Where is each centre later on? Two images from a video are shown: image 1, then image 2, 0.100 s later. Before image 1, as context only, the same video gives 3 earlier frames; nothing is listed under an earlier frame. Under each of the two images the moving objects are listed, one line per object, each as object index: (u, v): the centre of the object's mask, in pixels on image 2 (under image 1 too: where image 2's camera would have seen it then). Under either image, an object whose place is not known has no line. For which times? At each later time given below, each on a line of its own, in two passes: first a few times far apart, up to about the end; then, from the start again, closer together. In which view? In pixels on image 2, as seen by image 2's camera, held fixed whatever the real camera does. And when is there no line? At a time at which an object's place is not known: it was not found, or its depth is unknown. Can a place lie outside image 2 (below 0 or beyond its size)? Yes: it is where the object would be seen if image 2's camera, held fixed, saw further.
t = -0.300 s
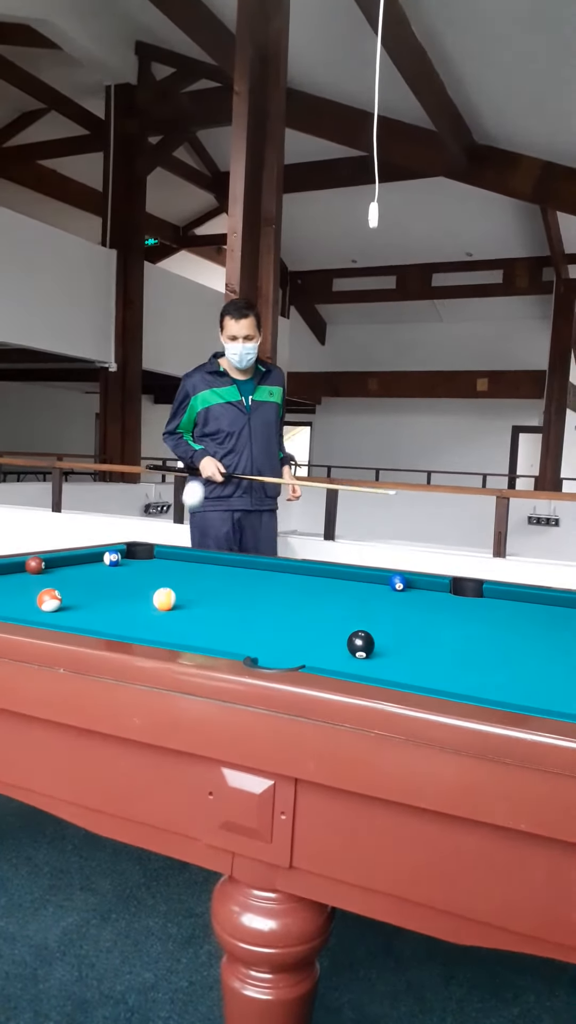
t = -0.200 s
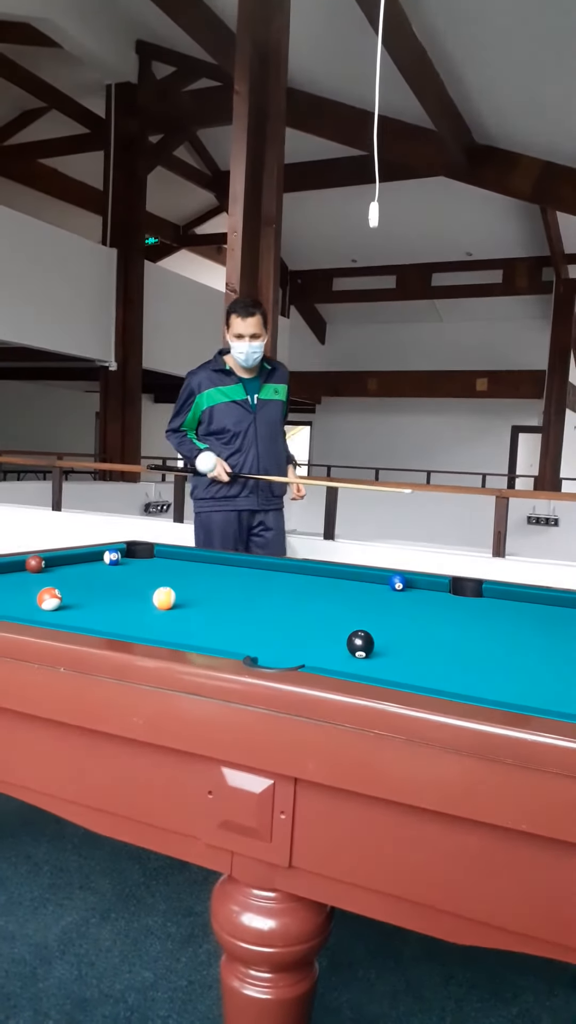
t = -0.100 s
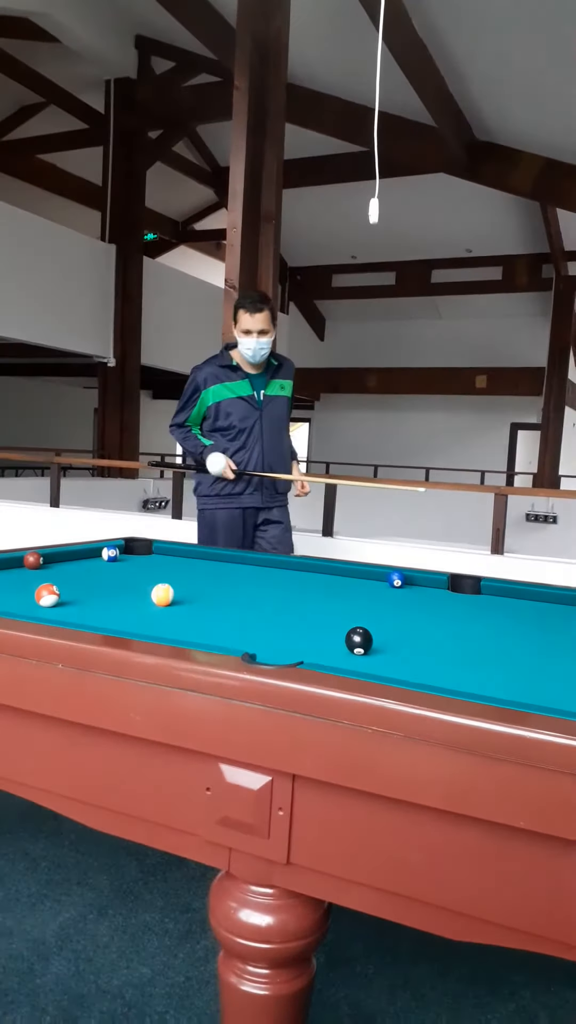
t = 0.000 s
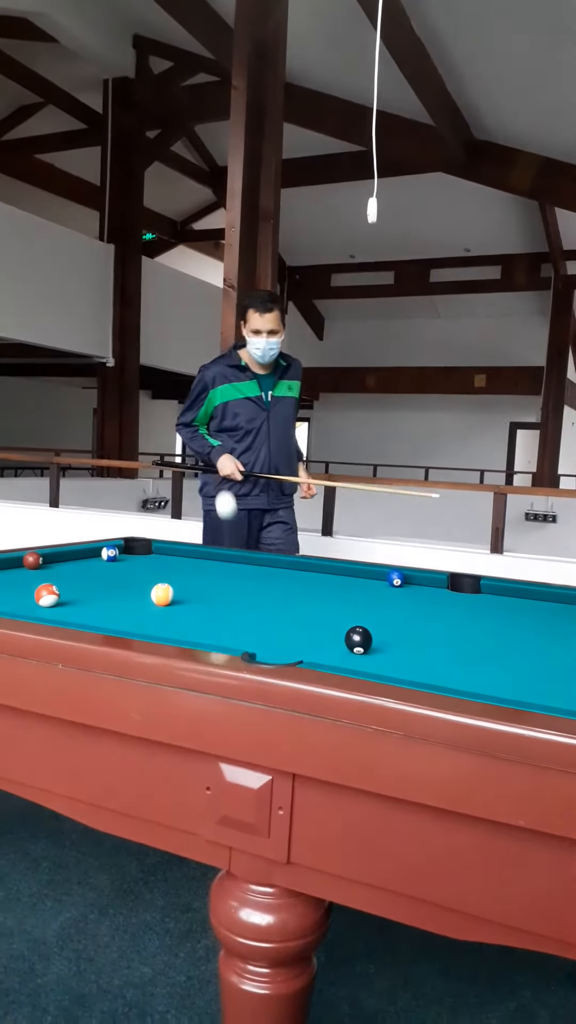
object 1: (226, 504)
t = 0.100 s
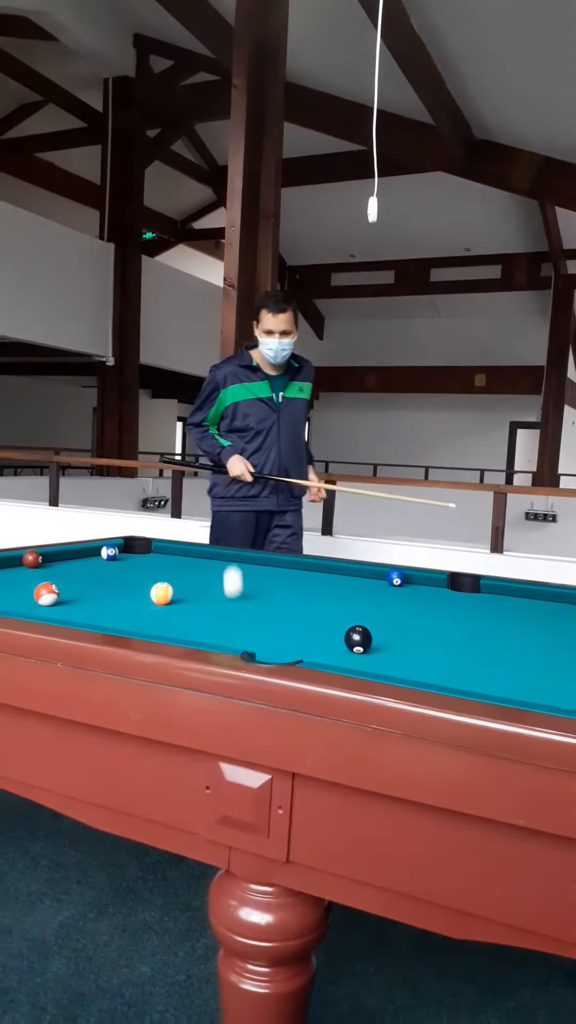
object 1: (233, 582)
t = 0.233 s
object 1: (259, 538)
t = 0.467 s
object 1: (296, 592)
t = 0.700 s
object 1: (334, 596)
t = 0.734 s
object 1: (340, 595)
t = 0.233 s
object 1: (259, 538)
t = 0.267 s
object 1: (264, 534)
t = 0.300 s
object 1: (270, 534)
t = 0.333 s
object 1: (276, 537)
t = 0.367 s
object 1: (281, 545)
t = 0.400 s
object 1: (287, 557)
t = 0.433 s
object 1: (291, 573)
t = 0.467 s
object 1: (296, 592)
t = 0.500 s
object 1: (302, 585)
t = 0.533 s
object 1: (308, 576)
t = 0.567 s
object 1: (313, 571)
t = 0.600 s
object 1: (318, 571)
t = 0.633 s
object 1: (323, 574)
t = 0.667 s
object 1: (328, 583)
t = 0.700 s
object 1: (334, 596)
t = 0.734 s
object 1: (340, 595)
